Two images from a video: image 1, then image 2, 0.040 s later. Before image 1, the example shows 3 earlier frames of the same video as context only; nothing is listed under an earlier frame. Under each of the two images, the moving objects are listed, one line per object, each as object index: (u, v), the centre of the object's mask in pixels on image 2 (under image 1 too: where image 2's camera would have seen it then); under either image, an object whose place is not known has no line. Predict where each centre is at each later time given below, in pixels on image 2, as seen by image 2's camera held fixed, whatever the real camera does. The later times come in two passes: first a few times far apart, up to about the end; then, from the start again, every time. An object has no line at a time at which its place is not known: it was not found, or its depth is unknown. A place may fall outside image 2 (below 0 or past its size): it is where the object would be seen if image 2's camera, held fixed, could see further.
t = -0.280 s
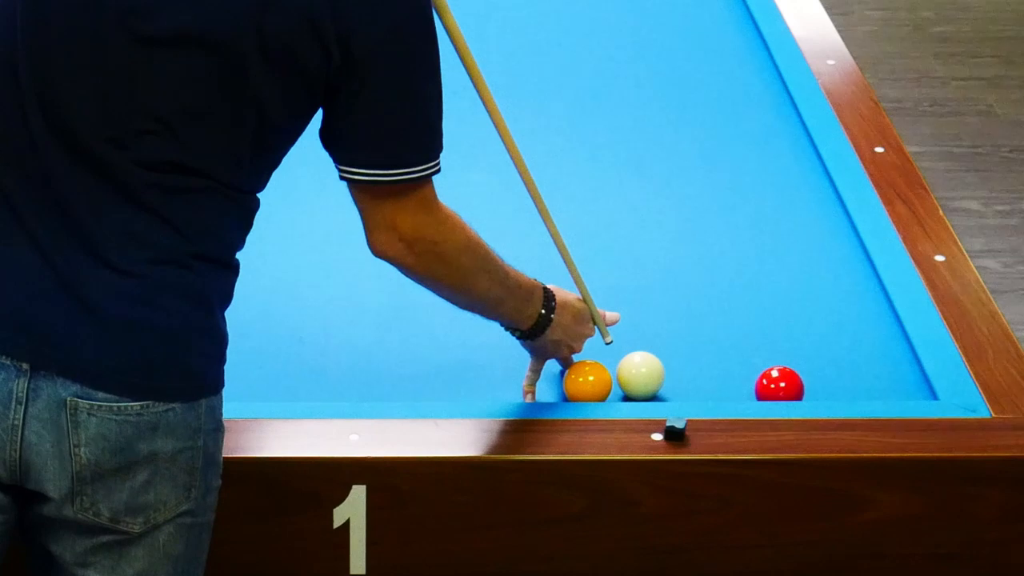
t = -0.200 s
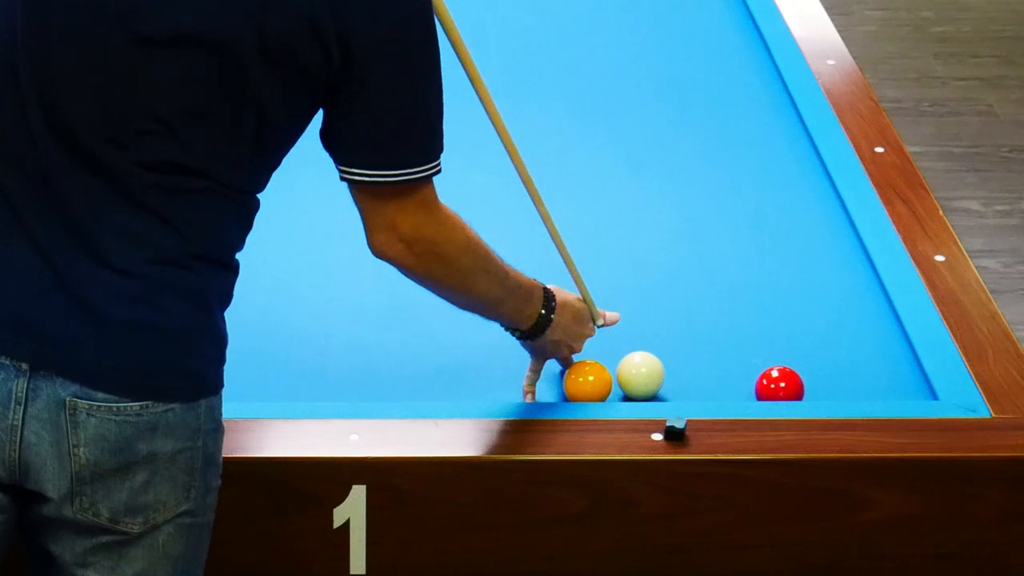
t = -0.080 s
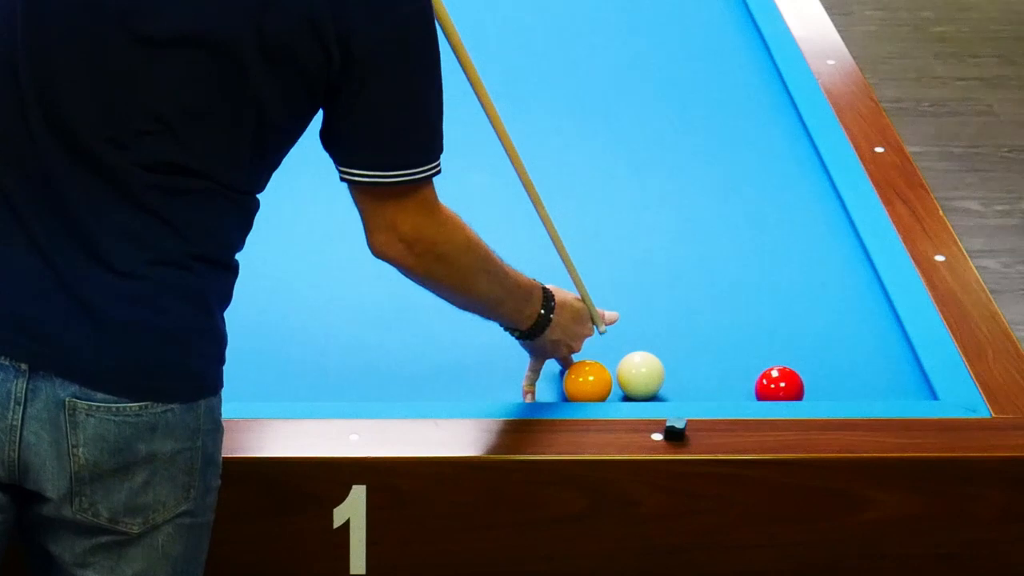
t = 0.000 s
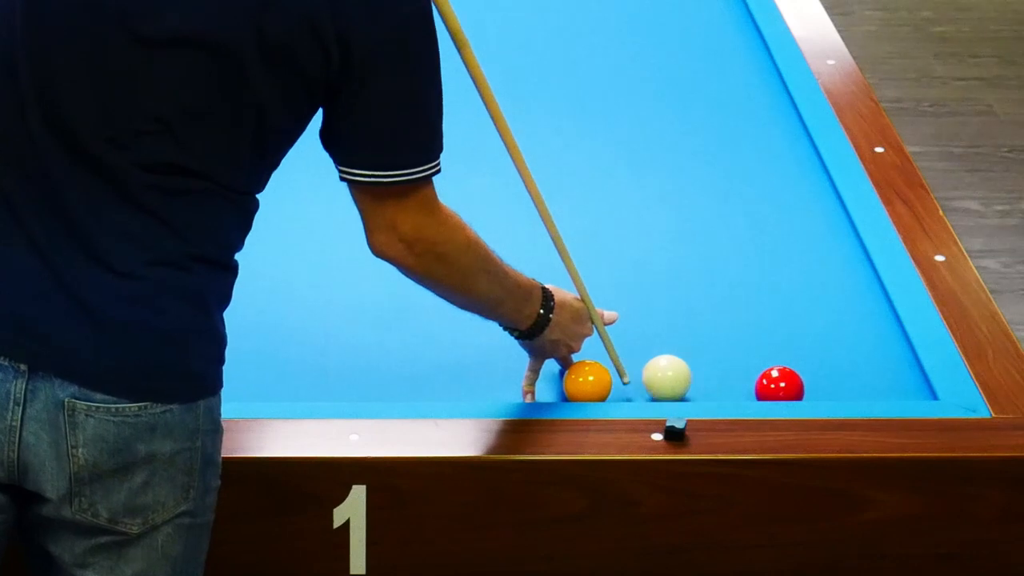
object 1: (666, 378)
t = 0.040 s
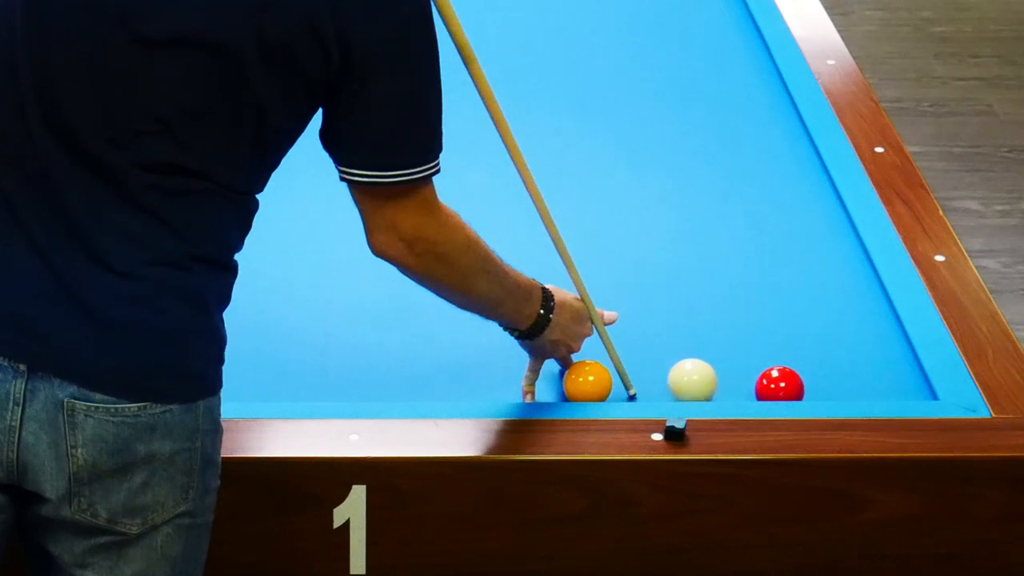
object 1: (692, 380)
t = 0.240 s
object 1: (713, 386)
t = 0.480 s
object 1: (658, 385)
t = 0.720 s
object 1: (631, 385)
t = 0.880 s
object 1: (624, 386)
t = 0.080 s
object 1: (715, 382)
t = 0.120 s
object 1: (729, 384)
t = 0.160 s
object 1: (727, 385)
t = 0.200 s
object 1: (722, 386)
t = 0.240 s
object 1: (713, 386)
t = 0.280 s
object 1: (704, 386)
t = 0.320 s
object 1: (695, 386)
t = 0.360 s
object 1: (686, 386)
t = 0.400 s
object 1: (676, 386)
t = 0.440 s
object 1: (667, 386)
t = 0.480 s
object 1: (658, 385)
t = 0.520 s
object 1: (649, 385)
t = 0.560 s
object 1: (640, 385)
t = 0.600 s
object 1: (637, 385)
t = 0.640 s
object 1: (634, 385)
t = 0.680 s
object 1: (632, 385)
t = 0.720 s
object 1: (631, 385)
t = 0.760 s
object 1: (629, 385)
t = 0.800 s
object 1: (627, 385)
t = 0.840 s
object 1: (625, 386)
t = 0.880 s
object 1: (624, 386)
